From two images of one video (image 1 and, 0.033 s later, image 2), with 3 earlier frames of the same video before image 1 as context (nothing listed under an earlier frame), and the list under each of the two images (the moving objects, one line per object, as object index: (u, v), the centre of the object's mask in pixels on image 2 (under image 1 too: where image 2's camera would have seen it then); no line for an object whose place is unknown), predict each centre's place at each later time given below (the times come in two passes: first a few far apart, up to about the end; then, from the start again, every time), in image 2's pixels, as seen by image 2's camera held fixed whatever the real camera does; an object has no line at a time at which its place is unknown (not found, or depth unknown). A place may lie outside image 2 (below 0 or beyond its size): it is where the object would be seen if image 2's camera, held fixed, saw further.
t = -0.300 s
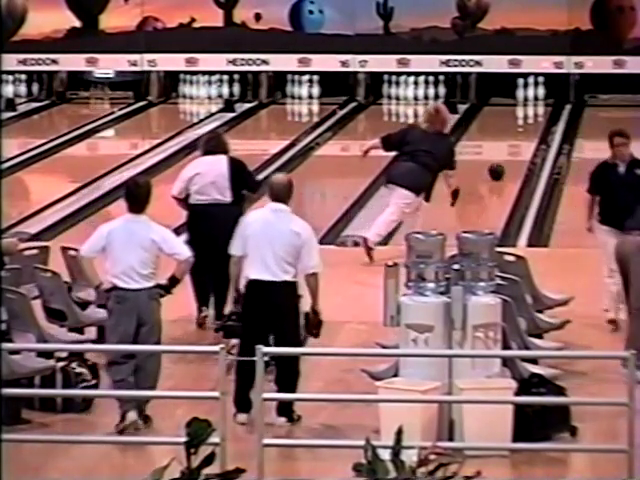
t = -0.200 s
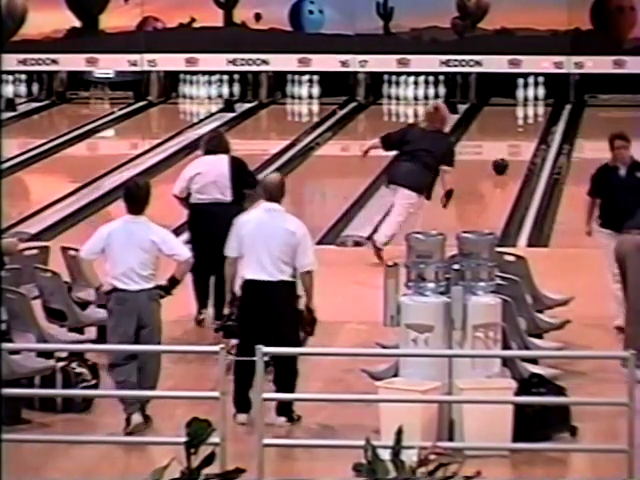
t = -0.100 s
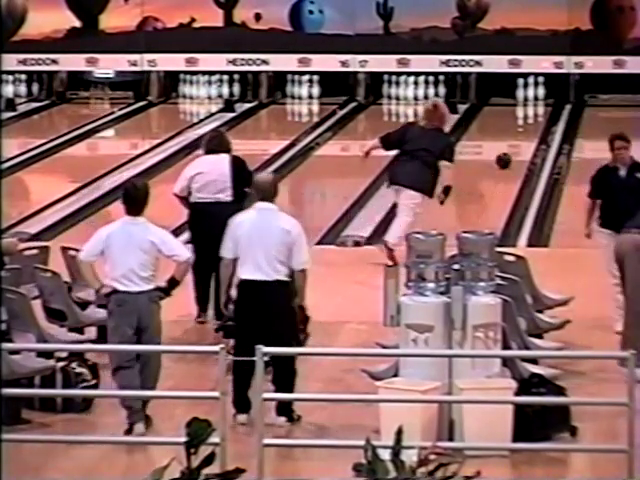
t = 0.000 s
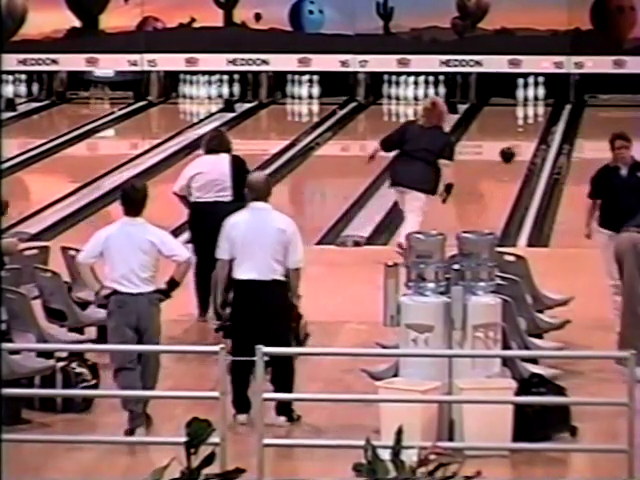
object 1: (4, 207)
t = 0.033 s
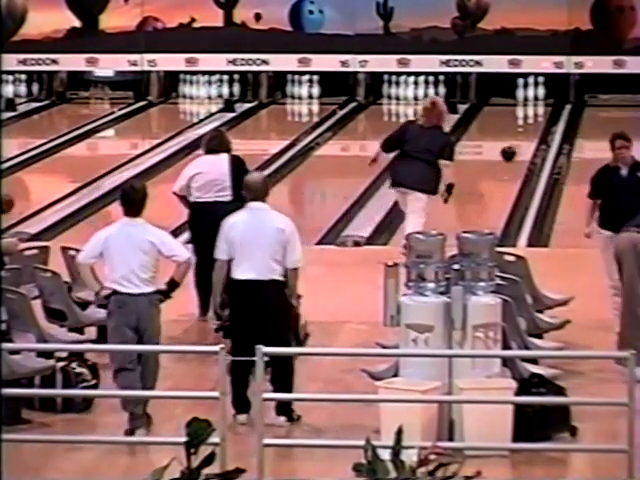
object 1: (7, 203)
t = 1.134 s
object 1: (138, 134)
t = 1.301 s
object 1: (152, 126)
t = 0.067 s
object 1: (10, 201)
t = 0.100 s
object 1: (15, 198)
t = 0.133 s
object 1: (21, 195)
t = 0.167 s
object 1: (26, 193)
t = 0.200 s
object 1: (30, 190)
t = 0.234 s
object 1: (35, 188)
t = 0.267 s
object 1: (40, 185)
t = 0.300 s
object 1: (45, 183)
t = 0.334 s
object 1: (49, 180)
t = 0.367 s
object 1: (54, 178)
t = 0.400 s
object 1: (58, 175)
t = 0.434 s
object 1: (63, 173)
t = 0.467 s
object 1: (67, 171)
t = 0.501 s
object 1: (71, 169)
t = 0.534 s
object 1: (75, 167)
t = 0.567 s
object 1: (79, 164)
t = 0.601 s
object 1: (83, 162)
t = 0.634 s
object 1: (87, 160)
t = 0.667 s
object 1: (91, 159)
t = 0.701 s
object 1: (94, 157)
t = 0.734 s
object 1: (98, 155)
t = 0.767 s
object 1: (102, 153)
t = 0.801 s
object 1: (105, 151)
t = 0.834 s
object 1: (109, 149)
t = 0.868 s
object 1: (112, 147)
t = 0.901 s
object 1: (116, 145)
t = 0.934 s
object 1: (119, 143)
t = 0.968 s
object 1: (122, 142)
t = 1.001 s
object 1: (126, 140)
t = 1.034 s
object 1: (129, 139)
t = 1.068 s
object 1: (132, 137)
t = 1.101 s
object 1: (135, 135)
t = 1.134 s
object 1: (138, 134)
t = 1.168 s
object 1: (141, 133)
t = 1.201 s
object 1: (143, 131)
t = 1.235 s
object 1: (147, 129)
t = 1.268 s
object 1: (150, 128)
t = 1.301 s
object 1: (152, 126)
